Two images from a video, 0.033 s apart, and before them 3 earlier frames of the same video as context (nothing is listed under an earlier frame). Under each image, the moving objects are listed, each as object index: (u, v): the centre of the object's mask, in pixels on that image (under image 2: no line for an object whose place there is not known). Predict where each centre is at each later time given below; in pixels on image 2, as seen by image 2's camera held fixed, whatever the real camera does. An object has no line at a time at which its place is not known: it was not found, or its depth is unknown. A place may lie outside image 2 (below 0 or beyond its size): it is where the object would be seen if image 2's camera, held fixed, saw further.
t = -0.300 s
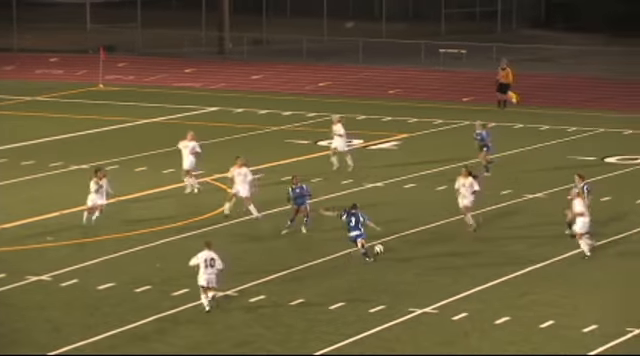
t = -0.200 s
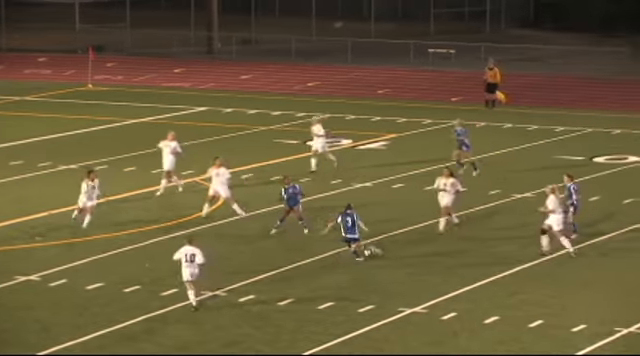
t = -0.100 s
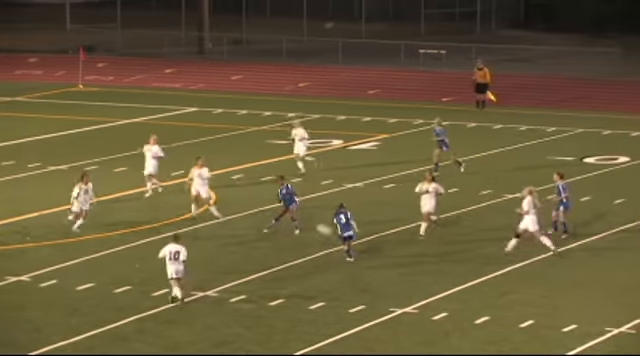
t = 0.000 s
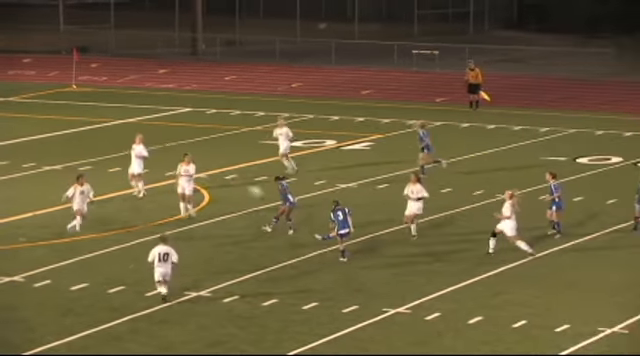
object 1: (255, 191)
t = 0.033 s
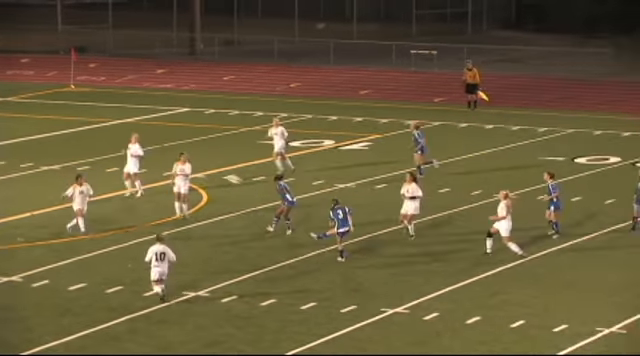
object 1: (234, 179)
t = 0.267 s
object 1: (104, 111)
